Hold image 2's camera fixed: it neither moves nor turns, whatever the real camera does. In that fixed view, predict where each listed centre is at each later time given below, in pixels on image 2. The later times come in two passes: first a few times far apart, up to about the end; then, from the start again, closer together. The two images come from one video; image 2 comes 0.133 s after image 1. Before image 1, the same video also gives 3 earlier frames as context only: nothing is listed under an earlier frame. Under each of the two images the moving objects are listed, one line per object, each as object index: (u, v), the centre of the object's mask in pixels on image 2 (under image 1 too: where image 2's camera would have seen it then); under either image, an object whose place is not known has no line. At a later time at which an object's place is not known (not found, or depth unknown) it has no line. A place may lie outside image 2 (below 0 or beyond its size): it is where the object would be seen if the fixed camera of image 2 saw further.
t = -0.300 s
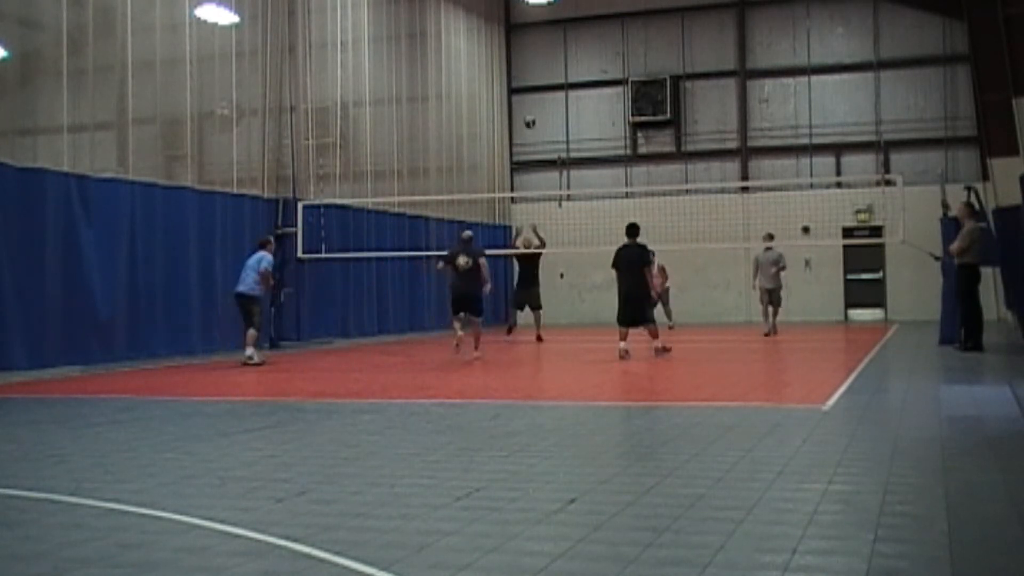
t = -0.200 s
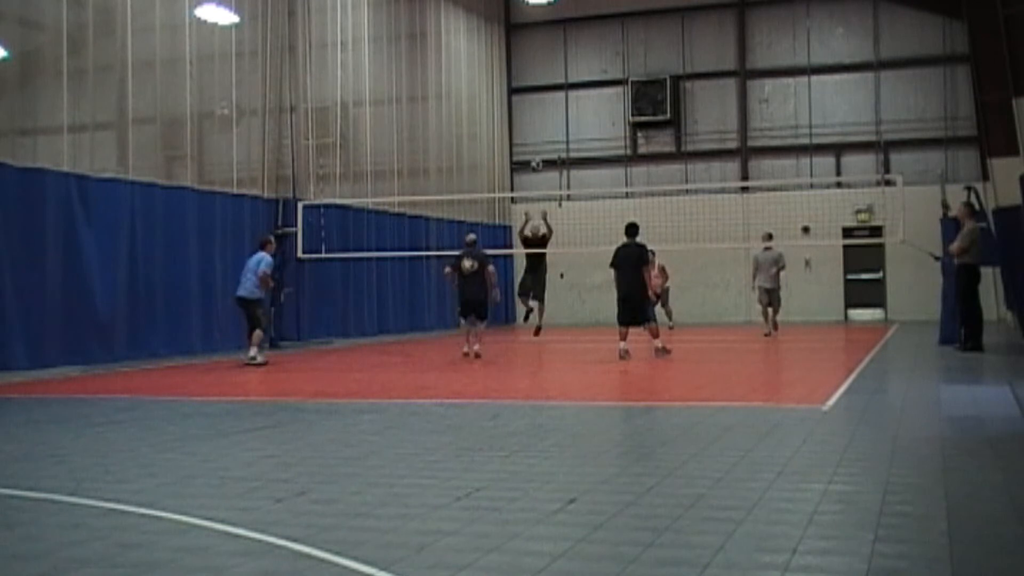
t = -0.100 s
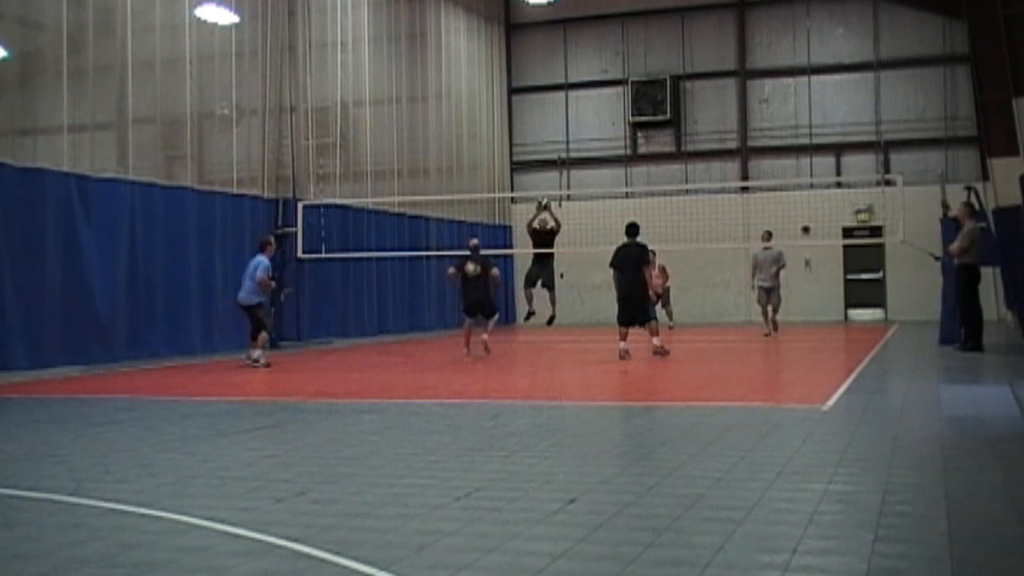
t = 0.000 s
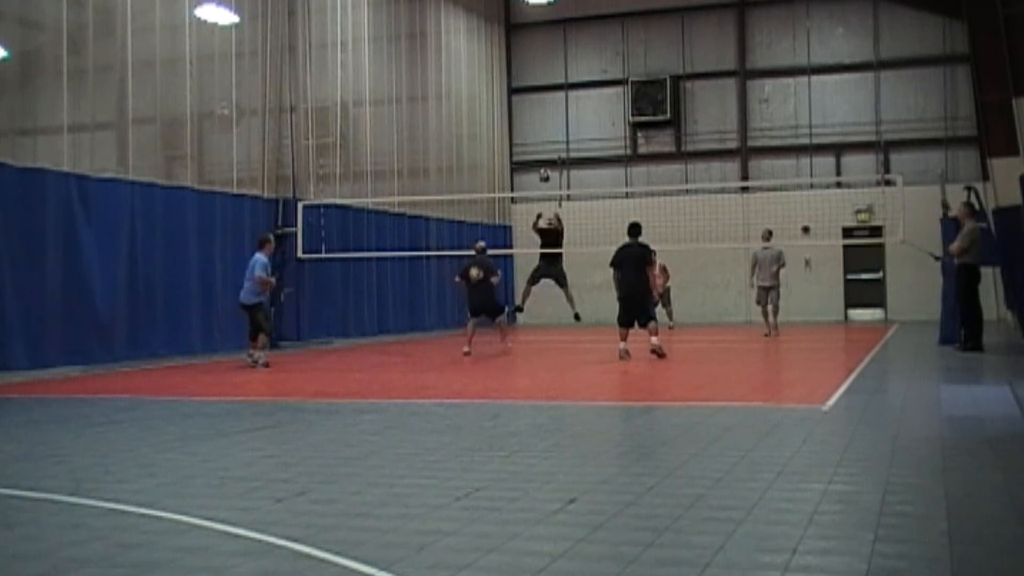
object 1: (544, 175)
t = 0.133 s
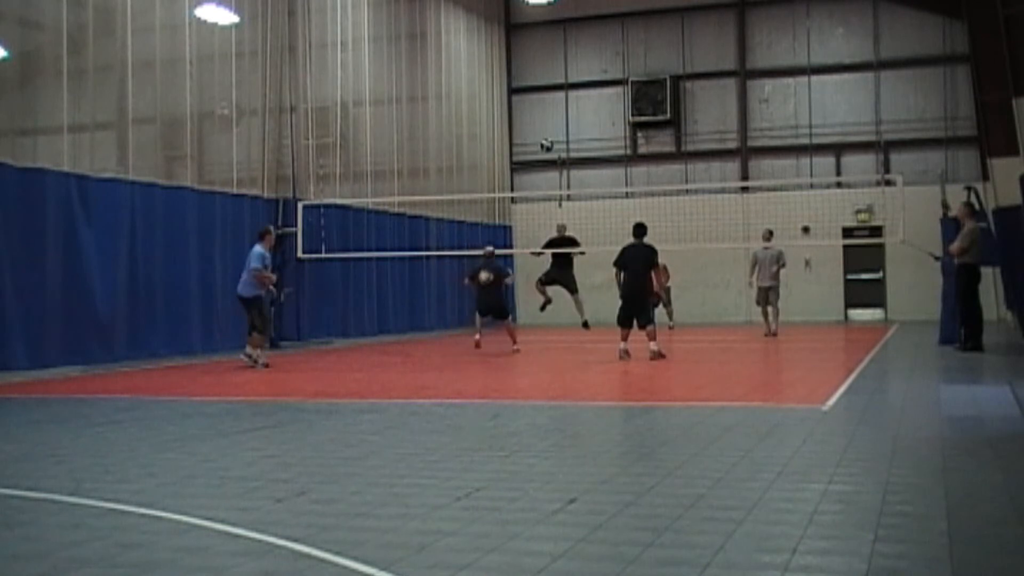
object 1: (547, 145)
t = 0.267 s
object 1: (549, 124)
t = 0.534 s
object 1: (557, 115)
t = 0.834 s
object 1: (569, 175)
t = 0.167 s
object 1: (547, 139)
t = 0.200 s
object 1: (547, 134)
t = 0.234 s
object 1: (548, 129)
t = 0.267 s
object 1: (549, 124)
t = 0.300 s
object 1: (549, 120)
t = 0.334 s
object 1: (550, 118)
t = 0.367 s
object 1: (551, 115)
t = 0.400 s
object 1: (552, 113)
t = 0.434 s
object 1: (553, 113)
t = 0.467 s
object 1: (554, 112)
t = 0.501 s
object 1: (555, 113)
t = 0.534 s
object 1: (557, 115)
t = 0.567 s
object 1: (558, 117)
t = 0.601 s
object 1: (559, 121)
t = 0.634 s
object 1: (560, 125)
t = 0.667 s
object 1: (560, 132)
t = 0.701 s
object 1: (562, 138)
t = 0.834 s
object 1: (569, 175)
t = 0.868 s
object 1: (571, 187)
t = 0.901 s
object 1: (572, 200)
